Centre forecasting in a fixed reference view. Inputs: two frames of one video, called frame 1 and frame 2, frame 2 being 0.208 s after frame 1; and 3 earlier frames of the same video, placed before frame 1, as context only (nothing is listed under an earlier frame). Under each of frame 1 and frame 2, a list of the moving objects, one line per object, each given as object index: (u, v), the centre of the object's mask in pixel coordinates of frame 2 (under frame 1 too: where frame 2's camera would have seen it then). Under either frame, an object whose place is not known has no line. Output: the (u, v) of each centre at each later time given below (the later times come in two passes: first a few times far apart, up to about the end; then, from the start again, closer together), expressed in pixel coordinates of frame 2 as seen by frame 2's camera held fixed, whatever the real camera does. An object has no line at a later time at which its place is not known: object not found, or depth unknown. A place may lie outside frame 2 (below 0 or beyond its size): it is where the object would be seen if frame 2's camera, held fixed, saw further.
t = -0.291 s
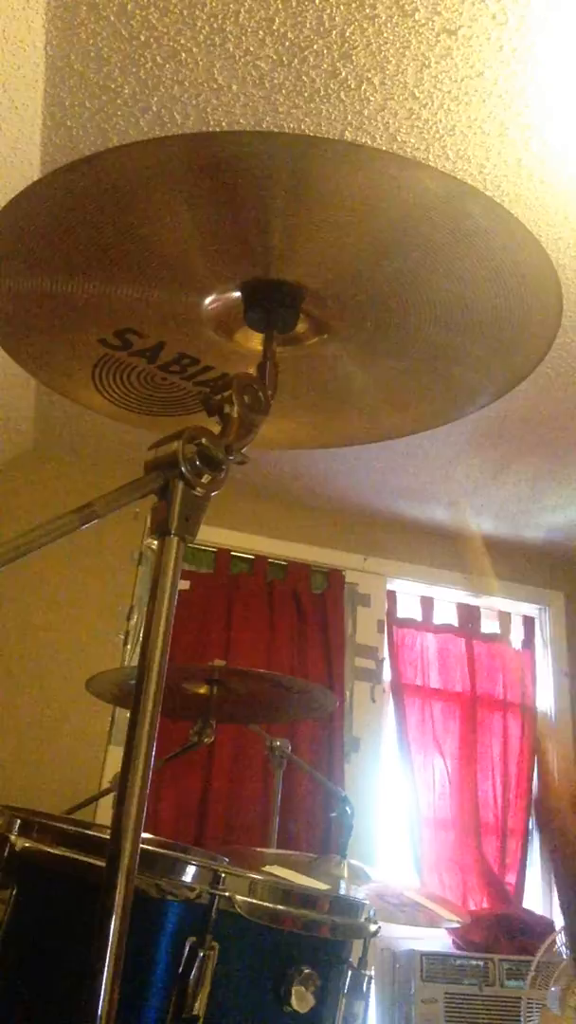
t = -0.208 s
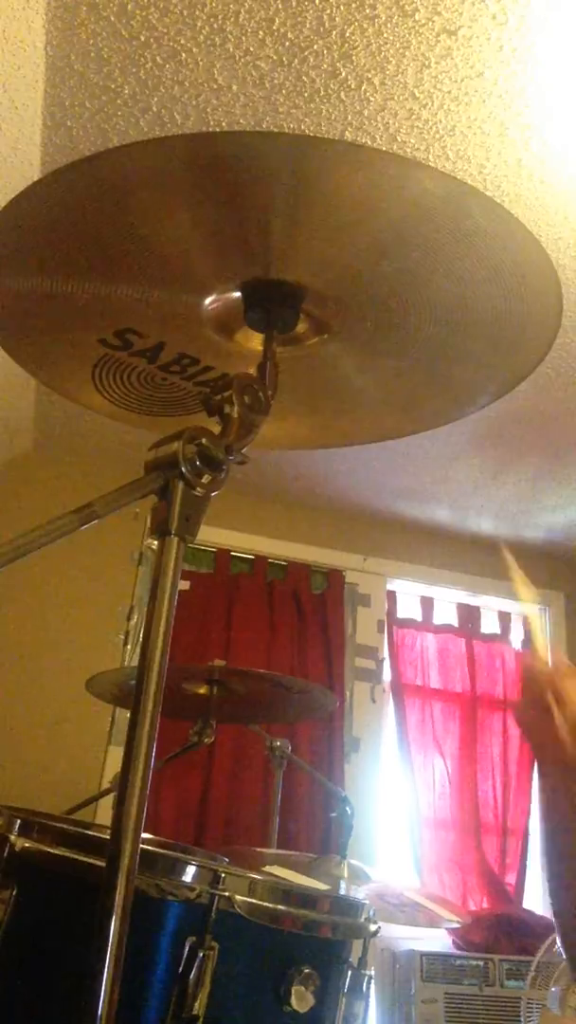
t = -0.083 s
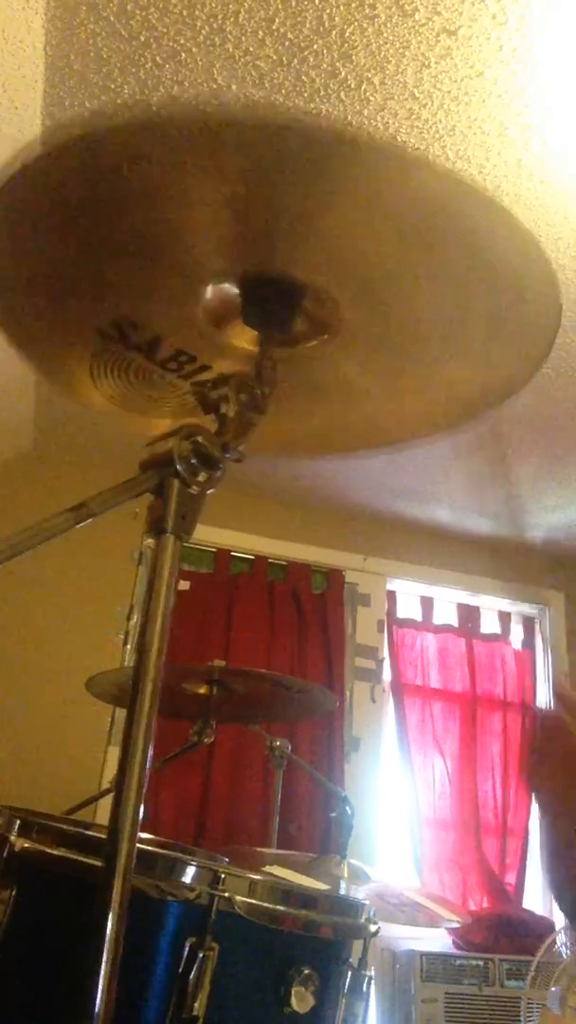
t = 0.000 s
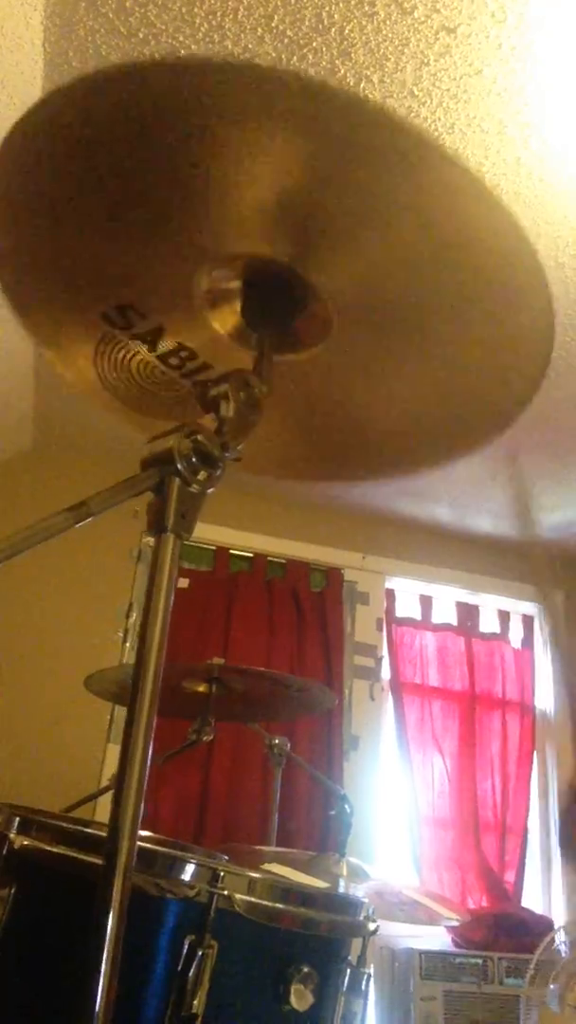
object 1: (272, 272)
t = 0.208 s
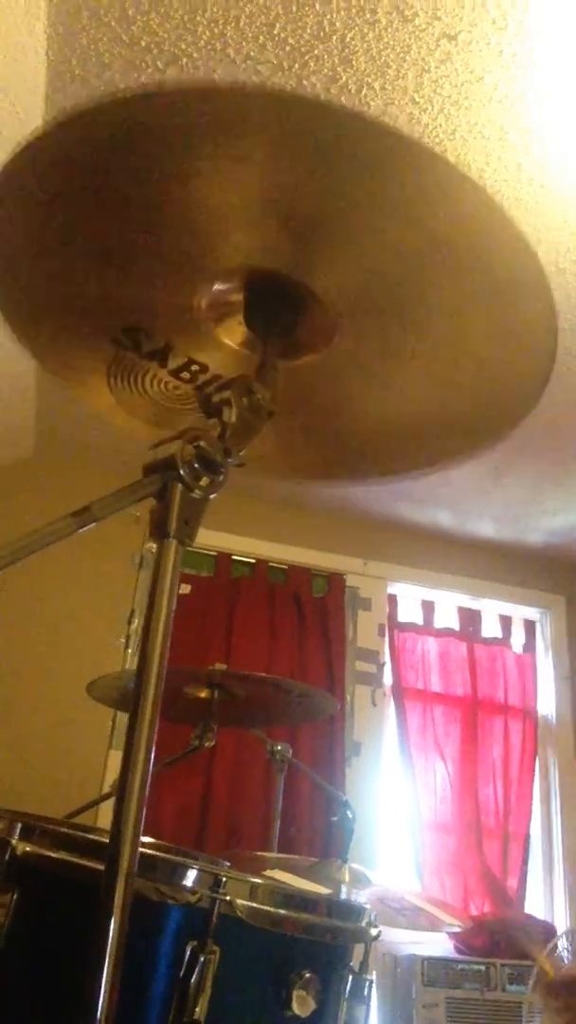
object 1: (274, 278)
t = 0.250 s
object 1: (273, 284)
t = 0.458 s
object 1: (274, 293)
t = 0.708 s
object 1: (276, 282)
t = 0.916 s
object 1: (275, 292)
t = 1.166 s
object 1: (273, 288)
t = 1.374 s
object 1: (275, 289)
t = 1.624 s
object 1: (274, 291)
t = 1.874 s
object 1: (275, 290)
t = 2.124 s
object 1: (275, 291)
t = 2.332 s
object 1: (274, 292)
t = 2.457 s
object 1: (274, 291)
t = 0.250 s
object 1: (273, 284)
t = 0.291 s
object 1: (275, 291)
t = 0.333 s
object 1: (275, 298)
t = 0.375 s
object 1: (277, 298)
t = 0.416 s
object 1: (276, 296)
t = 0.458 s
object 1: (274, 293)
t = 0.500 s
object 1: (273, 292)
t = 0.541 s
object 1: (272, 290)
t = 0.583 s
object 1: (272, 288)
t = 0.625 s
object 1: (274, 285)
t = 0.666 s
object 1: (275, 283)
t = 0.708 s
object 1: (276, 282)
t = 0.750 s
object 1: (275, 282)
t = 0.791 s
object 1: (275, 283)
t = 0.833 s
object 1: (274, 285)
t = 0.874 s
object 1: (275, 288)
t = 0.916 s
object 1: (275, 292)
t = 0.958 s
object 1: (276, 292)
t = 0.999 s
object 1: (275, 292)
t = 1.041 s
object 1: (274, 291)
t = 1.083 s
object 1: (273, 290)
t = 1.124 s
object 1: (273, 289)
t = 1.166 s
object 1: (273, 288)
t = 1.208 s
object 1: (274, 287)
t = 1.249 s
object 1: (275, 286)
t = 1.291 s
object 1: (276, 287)
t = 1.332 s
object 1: (276, 287)
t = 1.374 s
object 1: (275, 289)
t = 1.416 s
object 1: (274, 290)
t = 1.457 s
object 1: (274, 291)
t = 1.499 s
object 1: (275, 292)
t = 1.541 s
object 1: (275, 292)
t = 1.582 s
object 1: (274, 291)
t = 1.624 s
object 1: (274, 291)
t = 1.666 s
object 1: (274, 290)
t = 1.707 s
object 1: (274, 290)
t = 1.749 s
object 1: (274, 289)
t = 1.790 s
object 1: (274, 289)
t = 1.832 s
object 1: (275, 290)
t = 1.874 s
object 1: (275, 290)
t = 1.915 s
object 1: (274, 290)
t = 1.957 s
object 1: (274, 290)
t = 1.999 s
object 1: (274, 290)
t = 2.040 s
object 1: (274, 291)
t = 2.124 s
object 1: (275, 291)
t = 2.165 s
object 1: (275, 291)
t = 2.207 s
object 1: (274, 291)
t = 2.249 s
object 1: (274, 291)
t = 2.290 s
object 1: (274, 292)
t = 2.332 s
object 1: (274, 292)
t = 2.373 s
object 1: (274, 291)
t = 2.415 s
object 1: (274, 291)
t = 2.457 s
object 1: (274, 291)
